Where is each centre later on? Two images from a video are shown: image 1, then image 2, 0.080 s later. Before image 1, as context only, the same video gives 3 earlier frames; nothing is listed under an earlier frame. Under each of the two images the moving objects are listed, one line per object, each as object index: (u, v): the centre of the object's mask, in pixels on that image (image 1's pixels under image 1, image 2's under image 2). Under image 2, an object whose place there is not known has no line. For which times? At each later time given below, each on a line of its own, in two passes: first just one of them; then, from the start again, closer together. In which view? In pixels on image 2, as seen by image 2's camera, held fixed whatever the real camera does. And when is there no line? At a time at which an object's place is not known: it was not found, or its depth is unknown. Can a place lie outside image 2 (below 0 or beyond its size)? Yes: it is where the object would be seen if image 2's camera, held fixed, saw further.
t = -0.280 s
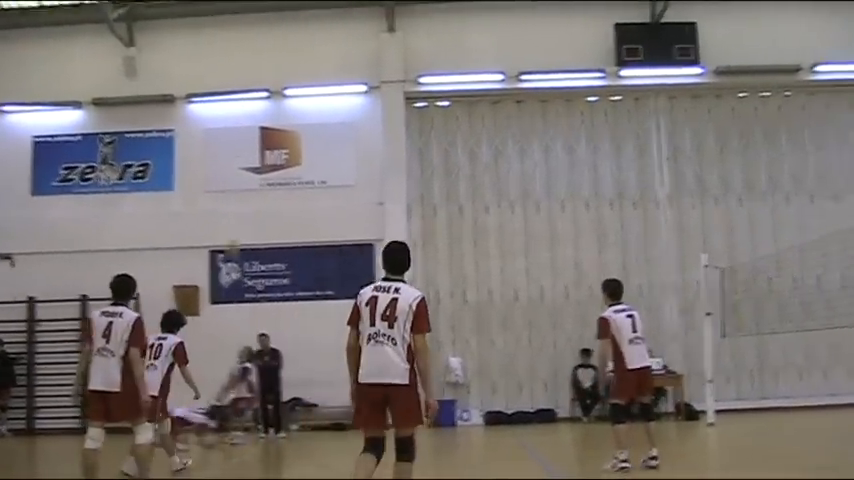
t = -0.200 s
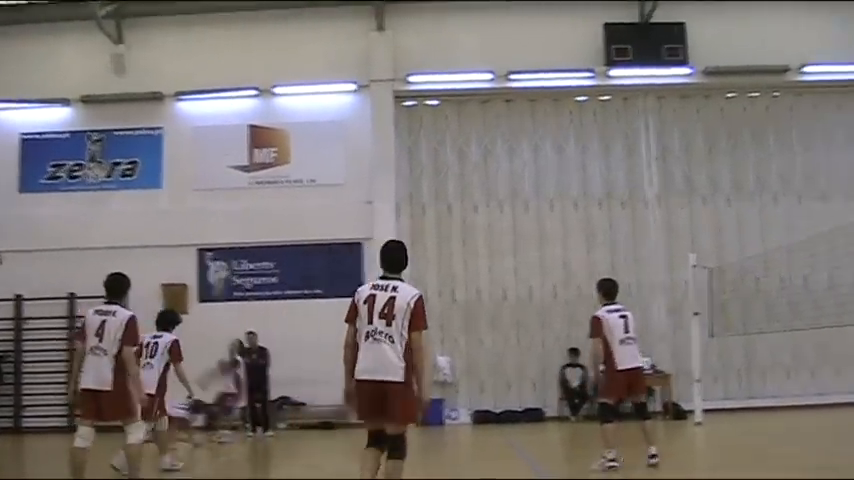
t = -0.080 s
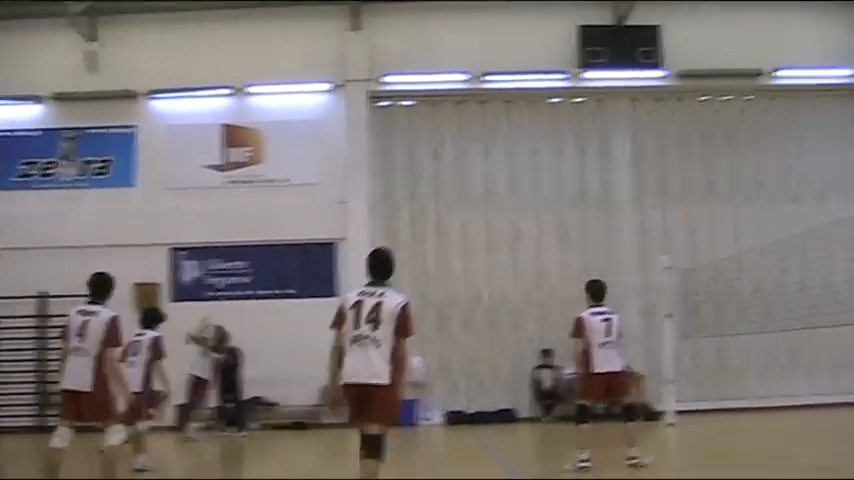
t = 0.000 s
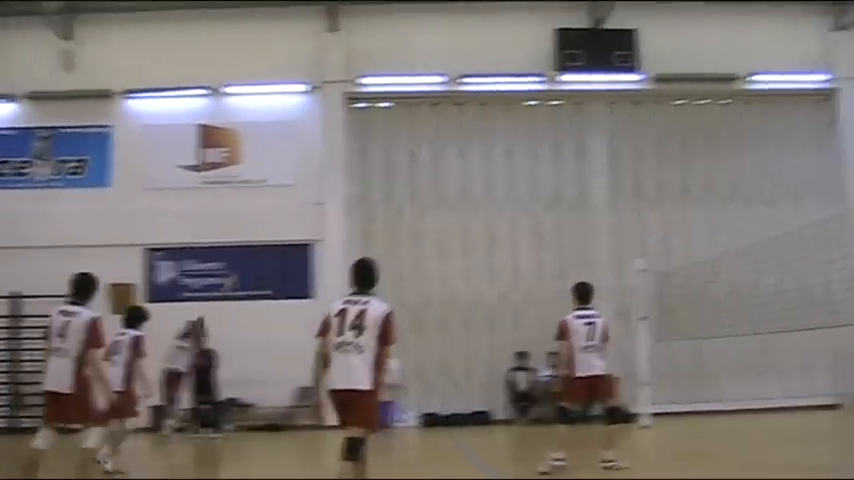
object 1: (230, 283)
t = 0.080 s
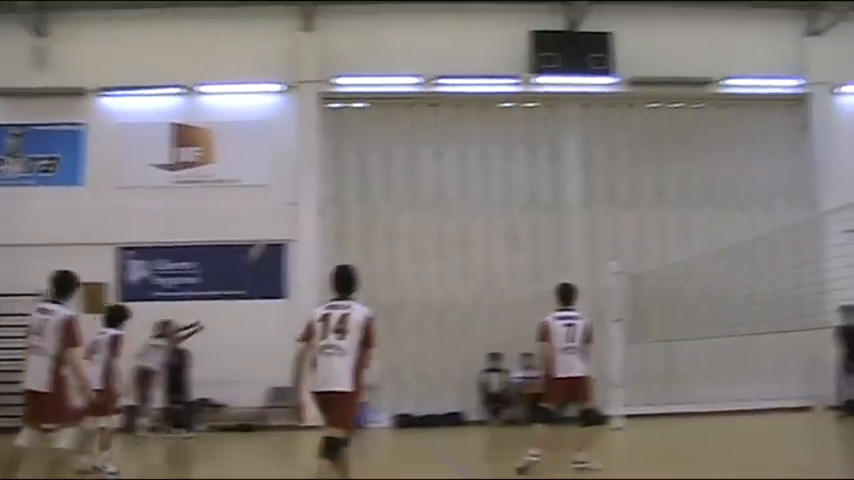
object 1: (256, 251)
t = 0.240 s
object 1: (369, 189)
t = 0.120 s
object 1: (285, 231)
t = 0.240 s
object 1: (369, 189)
